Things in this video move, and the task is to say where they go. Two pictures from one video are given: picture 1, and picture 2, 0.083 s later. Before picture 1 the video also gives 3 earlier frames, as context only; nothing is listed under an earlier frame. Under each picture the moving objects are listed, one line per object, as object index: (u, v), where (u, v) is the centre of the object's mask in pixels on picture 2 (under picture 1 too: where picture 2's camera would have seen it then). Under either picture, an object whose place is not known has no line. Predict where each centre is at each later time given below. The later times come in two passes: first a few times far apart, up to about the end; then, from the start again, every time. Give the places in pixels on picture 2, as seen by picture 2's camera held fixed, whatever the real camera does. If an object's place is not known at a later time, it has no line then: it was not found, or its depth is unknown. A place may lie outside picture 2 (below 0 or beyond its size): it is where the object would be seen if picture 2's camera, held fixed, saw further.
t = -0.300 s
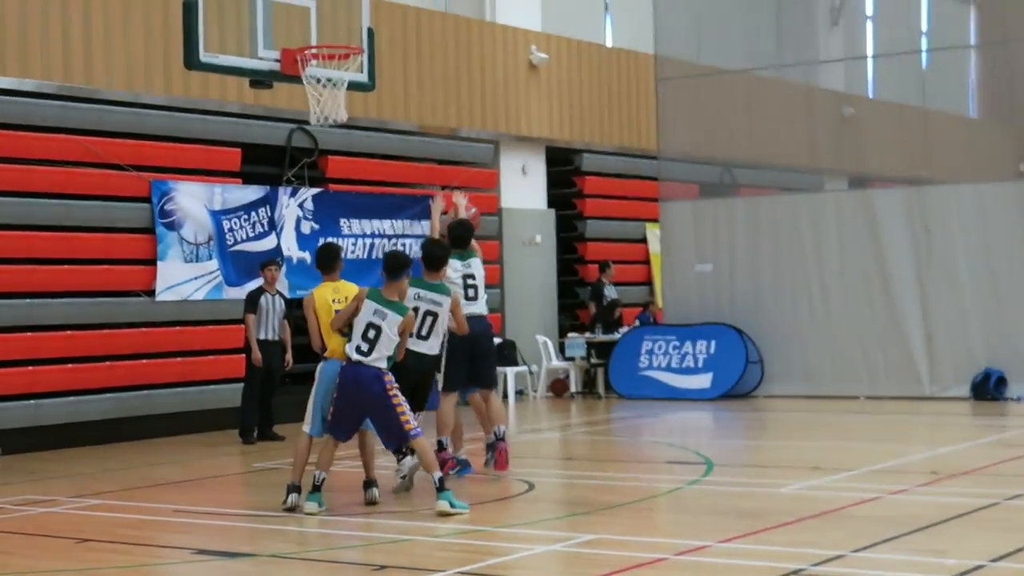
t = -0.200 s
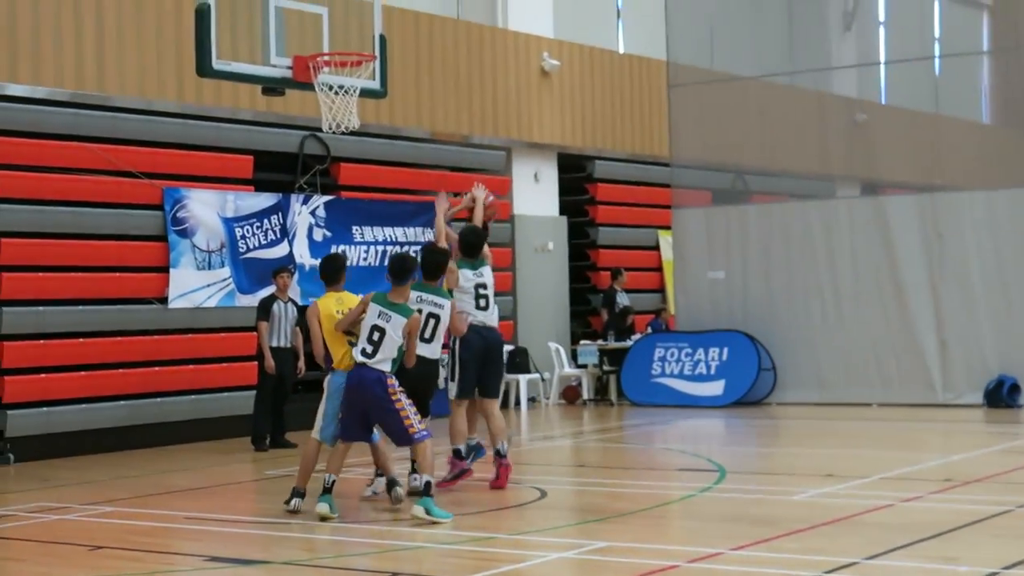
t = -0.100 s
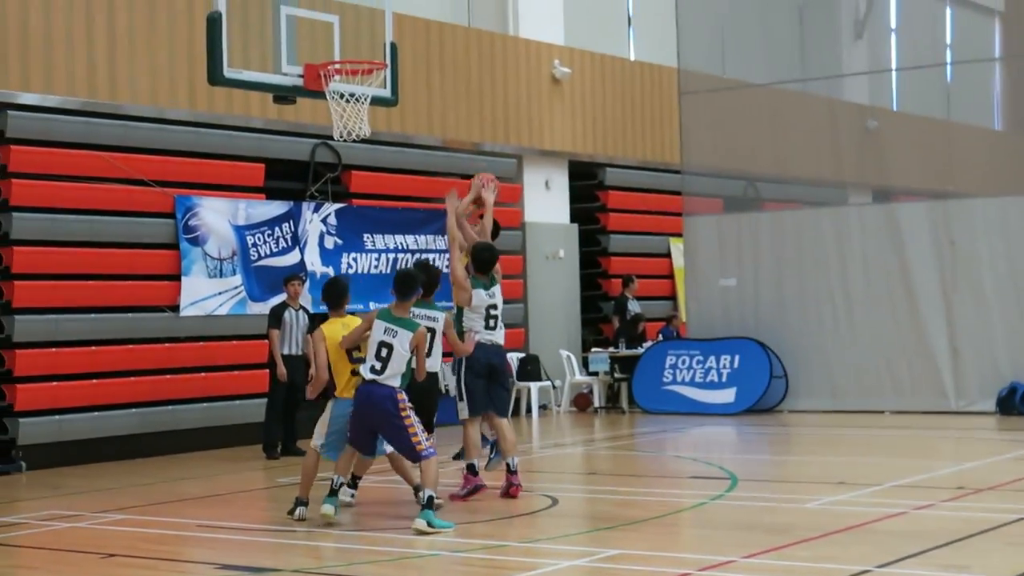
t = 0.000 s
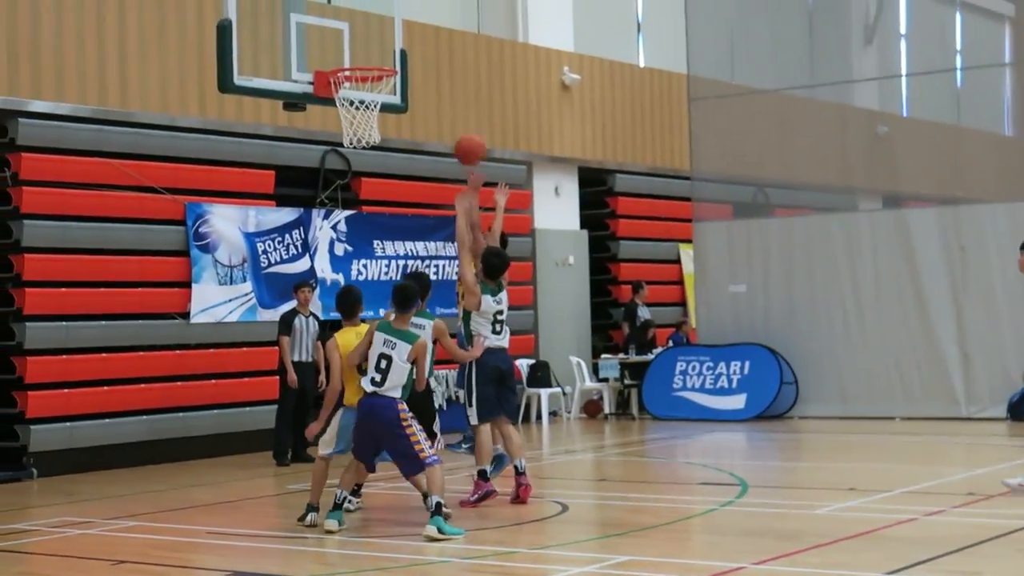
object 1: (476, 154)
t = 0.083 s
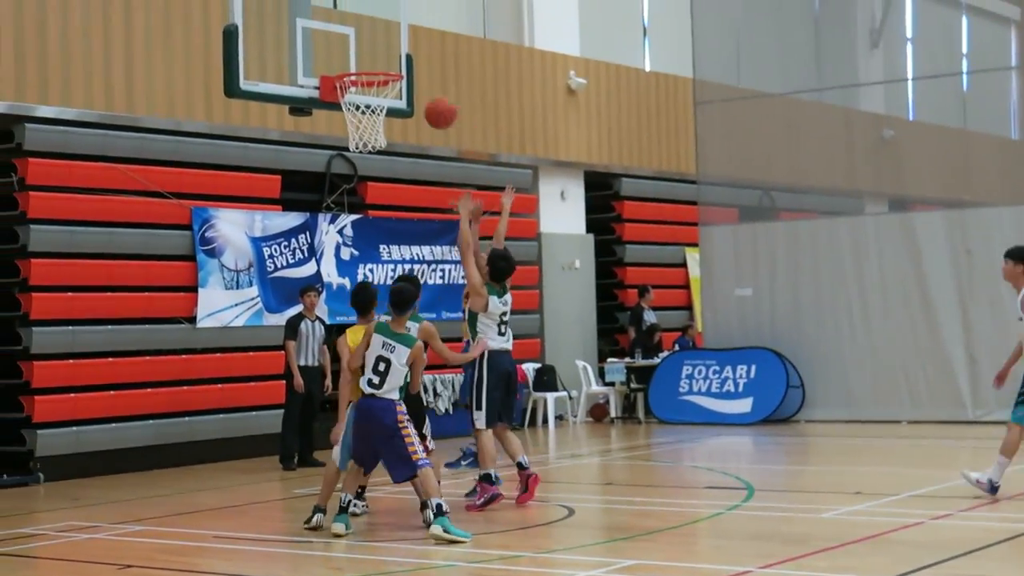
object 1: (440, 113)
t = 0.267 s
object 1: (360, 51)
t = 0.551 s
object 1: (332, 54)
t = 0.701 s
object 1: (315, 60)
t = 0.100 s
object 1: (433, 106)
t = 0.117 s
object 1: (426, 99)
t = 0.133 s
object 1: (419, 92)
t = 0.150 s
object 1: (413, 86)
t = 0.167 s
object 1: (406, 79)
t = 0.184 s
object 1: (399, 71)
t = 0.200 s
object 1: (390, 64)
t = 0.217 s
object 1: (383, 61)
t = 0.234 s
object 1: (375, 58)
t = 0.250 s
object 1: (368, 55)
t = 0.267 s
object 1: (360, 51)
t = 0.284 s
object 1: (356, 48)
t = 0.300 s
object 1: (355, 46)
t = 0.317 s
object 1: (353, 45)
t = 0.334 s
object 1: (352, 44)
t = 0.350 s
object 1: (350, 43)
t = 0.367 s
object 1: (349, 43)
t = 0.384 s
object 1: (348, 43)
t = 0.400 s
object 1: (346, 44)
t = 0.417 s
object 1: (345, 45)
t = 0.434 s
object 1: (343, 46)
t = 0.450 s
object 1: (342, 48)
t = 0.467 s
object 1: (340, 50)
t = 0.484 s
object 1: (339, 52)
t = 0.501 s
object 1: (338, 56)
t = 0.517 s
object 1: (336, 56)
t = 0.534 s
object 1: (334, 55)
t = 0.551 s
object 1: (332, 54)
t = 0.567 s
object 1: (330, 53)
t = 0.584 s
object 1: (328, 52)
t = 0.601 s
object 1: (327, 52)
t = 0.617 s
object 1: (325, 52)
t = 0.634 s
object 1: (323, 53)
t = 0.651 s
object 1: (320, 54)
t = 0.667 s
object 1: (319, 55)
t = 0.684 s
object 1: (317, 57)
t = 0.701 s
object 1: (315, 60)
